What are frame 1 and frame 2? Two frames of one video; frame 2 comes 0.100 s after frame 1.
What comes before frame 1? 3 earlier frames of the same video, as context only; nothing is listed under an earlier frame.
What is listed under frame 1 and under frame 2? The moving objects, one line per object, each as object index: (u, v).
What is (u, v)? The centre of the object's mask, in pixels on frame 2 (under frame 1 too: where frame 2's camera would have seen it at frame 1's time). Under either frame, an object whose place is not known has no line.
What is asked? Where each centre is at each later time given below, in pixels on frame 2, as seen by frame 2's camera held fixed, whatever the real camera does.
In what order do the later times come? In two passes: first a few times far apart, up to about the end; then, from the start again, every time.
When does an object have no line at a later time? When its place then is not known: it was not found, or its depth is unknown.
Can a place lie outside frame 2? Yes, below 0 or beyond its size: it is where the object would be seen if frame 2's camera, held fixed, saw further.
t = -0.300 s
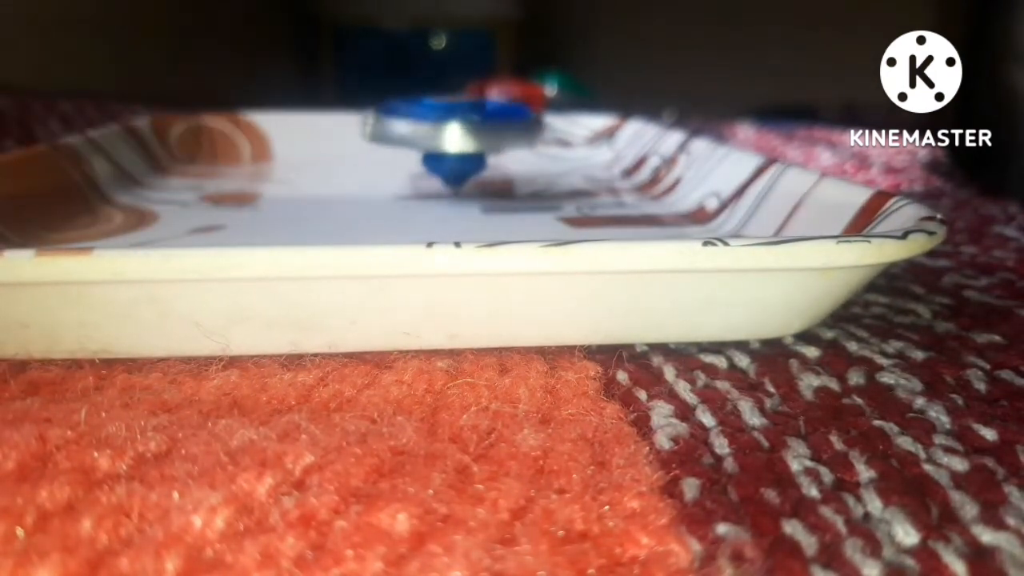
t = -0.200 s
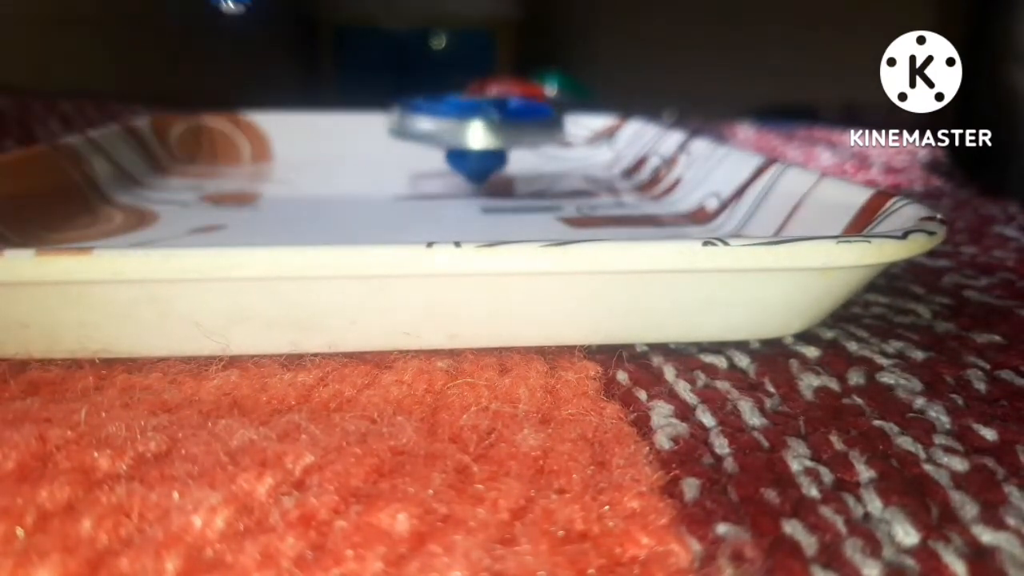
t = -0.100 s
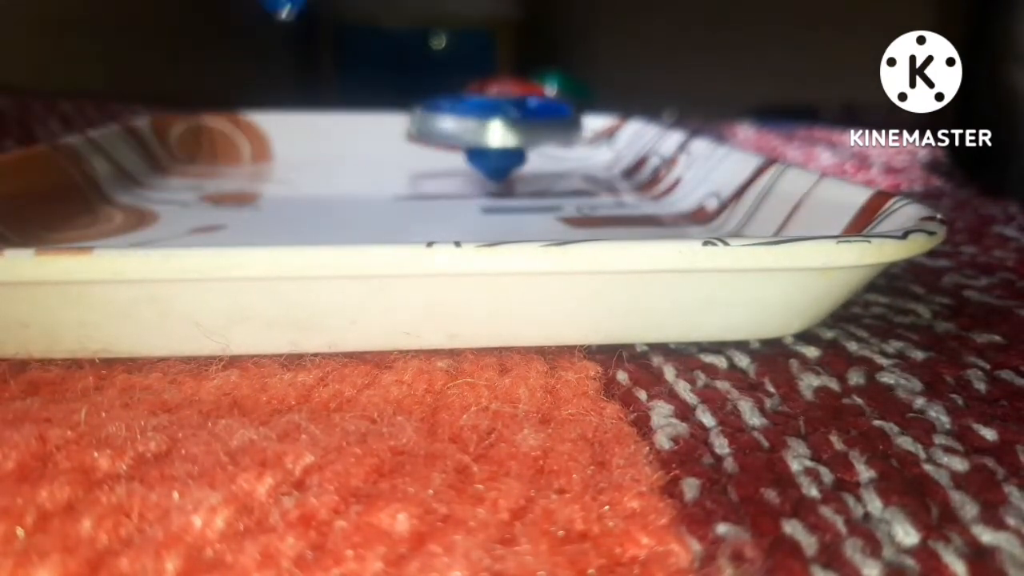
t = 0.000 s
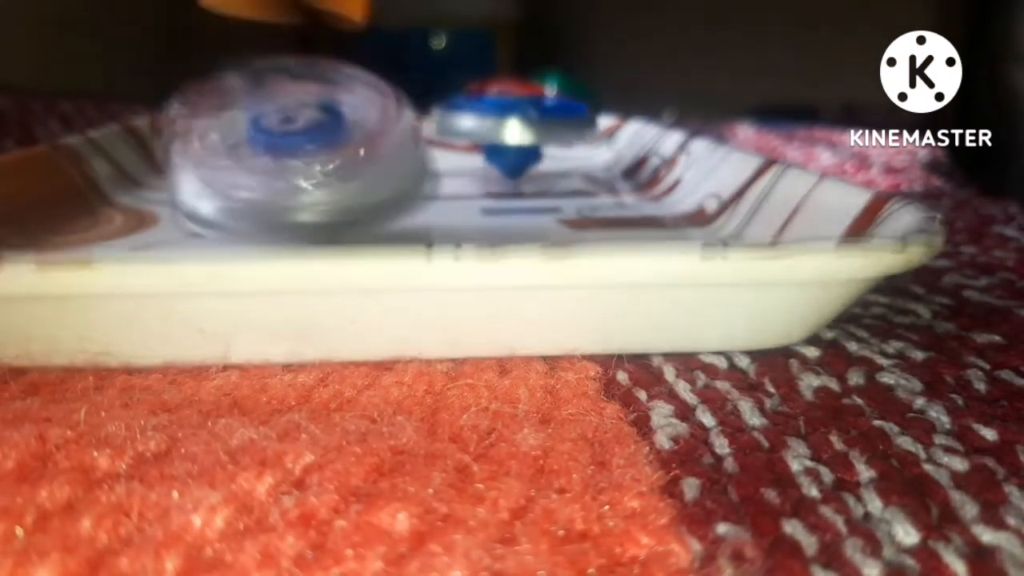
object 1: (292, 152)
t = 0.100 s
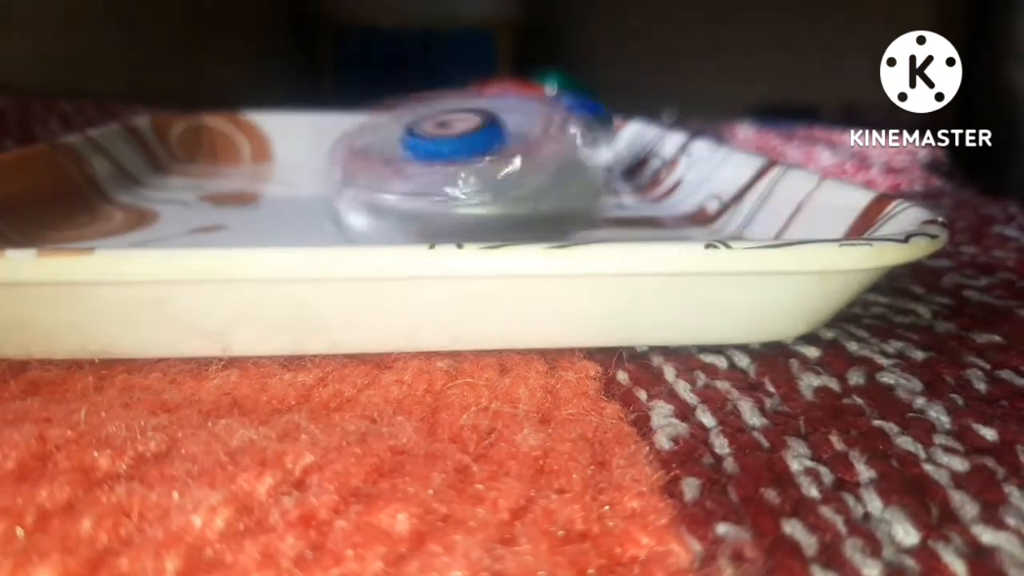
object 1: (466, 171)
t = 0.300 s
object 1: (745, 178)
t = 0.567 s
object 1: (503, 152)
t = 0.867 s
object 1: (172, 153)
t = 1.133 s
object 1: (132, 156)
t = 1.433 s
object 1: (144, 140)
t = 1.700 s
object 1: (202, 132)
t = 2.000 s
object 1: (106, 170)
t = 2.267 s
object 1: (327, 166)
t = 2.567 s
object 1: (361, 140)
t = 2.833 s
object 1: (415, 159)
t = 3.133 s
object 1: (160, 184)
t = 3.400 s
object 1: (165, 169)
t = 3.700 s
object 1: (269, 158)
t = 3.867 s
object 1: (331, 154)
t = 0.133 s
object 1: (517, 174)
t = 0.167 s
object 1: (560, 172)
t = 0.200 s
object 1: (614, 175)
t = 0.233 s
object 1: (664, 177)
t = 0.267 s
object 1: (709, 174)
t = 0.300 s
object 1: (745, 178)
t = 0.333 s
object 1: (753, 177)
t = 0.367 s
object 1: (750, 175)
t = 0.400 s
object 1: (737, 170)
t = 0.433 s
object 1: (697, 163)
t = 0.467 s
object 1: (627, 160)
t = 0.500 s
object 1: (585, 151)
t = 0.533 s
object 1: (540, 149)
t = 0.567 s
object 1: (503, 152)
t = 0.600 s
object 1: (463, 154)
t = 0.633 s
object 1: (426, 151)
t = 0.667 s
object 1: (389, 149)
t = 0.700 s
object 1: (350, 152)
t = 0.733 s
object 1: (321, 152)
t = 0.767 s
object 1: (280, 150)
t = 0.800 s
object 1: (238, 151)
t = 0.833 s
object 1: (201, 155)
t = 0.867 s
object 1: (172, 153)
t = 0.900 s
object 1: (141, 149)
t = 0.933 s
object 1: (129, 150)
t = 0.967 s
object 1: (131, 155)
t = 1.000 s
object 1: (128, 155)
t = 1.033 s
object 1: (128, 159)
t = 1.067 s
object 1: (129, 159)
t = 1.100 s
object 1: (129, 157)
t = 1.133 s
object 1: (132, 156)
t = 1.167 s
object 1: (132, 157)
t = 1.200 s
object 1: (131, 155)
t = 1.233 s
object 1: (129, 152)
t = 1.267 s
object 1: (129, 149)
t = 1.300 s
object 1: (132, 148)
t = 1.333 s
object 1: (135, 149)
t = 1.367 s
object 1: (137, 147)
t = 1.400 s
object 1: (139, 144)
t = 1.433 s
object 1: (144, 140)
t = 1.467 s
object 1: (153, 139)
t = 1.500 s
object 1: (158, 139)
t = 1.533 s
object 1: (163, 138)
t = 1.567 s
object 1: (169, 137)
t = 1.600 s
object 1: (176, 132)
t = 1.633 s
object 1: (186, 131)
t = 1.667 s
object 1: (195, 131)
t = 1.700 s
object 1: (202, 132)
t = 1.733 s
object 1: (210, 130)
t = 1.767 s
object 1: (219, 127)
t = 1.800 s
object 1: (229, 124)
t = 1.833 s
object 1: (242, 124)
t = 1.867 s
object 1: (196, 133)
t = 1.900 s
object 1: (127, 144)
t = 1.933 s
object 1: (107, 158)
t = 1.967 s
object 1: (106, 168)
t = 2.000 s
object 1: (106, 170)
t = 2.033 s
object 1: (119, 132)
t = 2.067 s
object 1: (134, 120)
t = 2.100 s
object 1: (163, 174)
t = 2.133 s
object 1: (200, 175)
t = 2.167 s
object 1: (233, 172)
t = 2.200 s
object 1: (264, 170)
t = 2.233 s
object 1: (296, 167)
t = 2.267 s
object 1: (327, 166)
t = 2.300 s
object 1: (357, 164)
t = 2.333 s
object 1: (386, 164)
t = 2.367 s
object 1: (413, 163)
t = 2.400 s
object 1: (440, 164)
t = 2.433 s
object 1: (422, 158)
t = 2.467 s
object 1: (398, 177)
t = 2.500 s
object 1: (383, 179)
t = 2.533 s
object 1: (355, 180)
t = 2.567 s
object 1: (361, 140)
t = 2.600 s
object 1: (353, 163)
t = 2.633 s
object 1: (359, 167)
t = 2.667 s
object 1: (369, 166)
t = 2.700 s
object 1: (377, 160)
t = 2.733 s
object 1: (389, 157)
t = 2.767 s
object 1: (397, 155)
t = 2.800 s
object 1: (400, 157)
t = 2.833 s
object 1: (415, 159)
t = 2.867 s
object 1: (427, 158)
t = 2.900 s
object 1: (434, 157)
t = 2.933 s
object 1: (442, 156)
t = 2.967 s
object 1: (450, 159)
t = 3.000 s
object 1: (392, 172)
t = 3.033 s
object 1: (338, 177)
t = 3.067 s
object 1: (258, 186)
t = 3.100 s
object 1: (205, 169)
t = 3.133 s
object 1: (160, 184)
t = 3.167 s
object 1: (149, 178)
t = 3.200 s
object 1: (141, 173)
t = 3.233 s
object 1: (142, 172)
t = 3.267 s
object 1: (143, 171)
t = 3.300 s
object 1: (149, 173)
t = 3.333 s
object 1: (154, 174)
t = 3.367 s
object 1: (160, 174)
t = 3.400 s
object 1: (165, 169)
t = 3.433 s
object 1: (169, 168)
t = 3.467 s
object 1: (180, 168)
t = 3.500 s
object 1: (190, 163)
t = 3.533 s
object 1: (199, 164)
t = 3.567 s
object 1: (212, 164)
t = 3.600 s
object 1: (226, 158)
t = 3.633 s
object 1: (236, 156)
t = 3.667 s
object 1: (249, 158)
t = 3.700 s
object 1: (269, 158)
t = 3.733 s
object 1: (278, 155)
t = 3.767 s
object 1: (290, 157)
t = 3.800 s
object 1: (307, 154)
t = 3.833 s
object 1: (317, 151)
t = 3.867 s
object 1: (331, 154)
